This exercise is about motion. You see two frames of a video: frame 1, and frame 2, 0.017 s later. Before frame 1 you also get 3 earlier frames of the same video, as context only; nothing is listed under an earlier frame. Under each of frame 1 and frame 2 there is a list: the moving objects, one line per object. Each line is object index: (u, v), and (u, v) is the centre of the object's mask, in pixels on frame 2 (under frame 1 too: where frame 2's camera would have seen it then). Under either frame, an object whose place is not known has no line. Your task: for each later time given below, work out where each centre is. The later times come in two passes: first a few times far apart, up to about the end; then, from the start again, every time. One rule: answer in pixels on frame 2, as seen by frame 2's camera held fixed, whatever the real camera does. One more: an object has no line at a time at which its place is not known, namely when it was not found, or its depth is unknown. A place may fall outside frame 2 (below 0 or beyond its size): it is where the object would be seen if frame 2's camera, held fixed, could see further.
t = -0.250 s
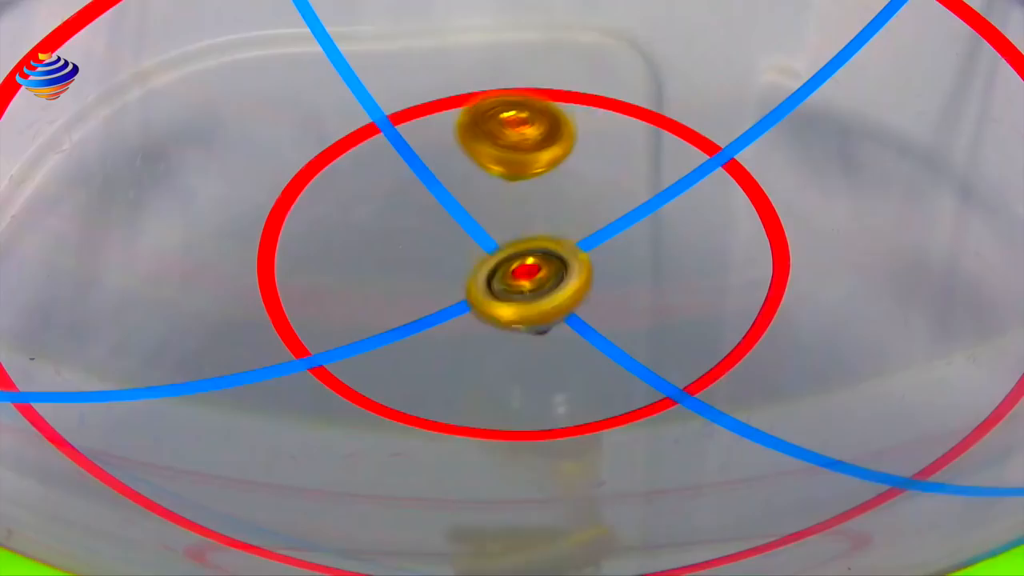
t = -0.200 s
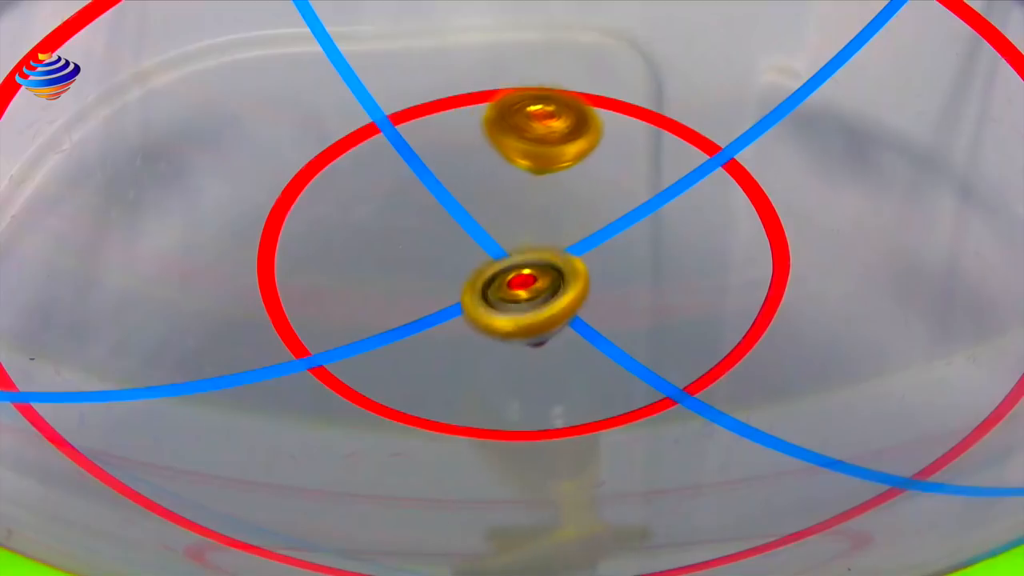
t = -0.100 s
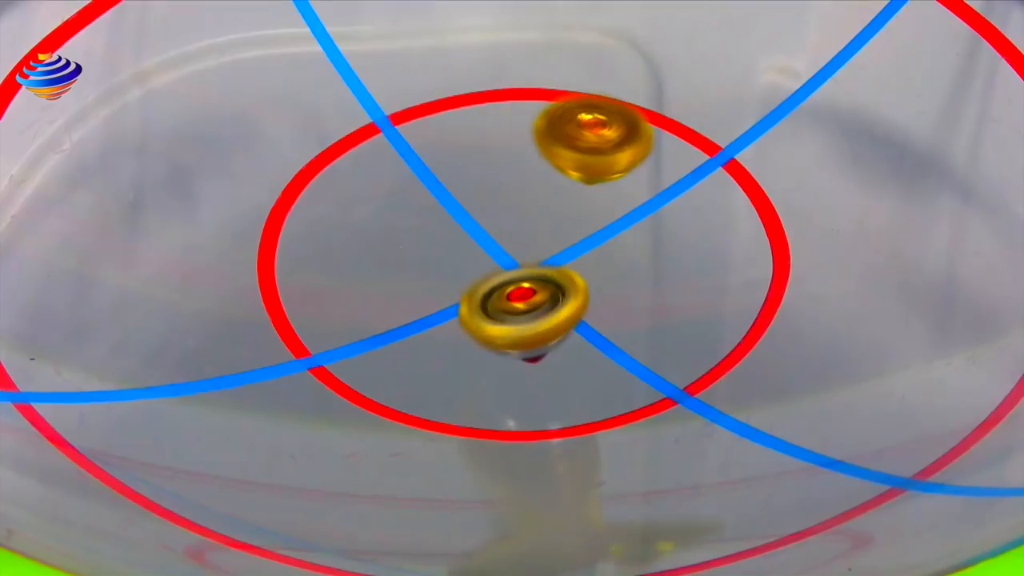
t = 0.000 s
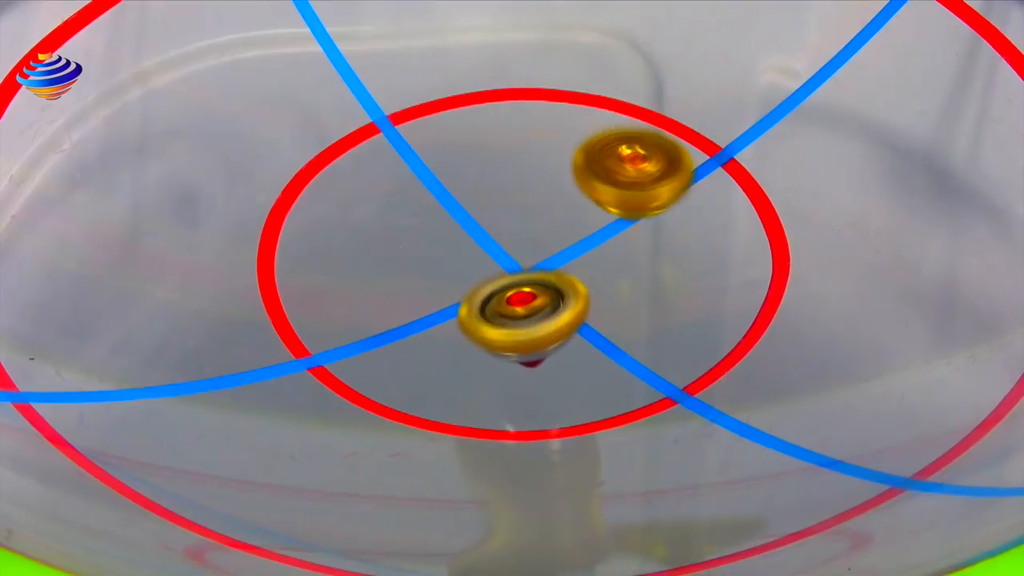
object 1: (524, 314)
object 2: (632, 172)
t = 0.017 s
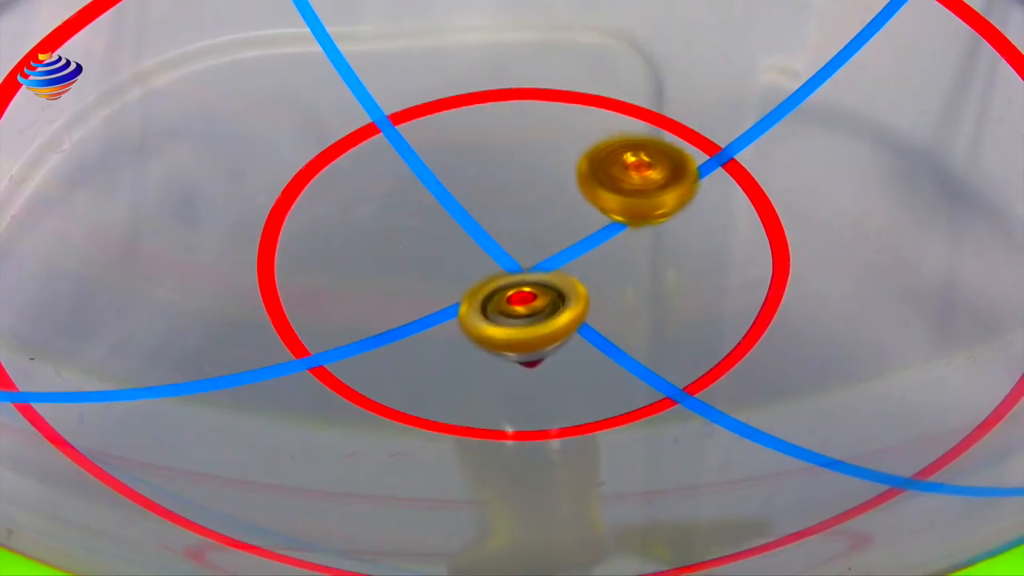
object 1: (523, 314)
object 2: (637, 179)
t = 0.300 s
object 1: (419, 295)
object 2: (661, 262)
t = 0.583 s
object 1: (347, 253)
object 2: (577, 242)
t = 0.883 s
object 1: (334, 182)
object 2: (590, 184)
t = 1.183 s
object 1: (393, 147)
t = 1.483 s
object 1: (542, 147)
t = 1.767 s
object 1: (628, 174)
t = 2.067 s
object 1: (618, 246)
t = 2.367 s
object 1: (537, 294)
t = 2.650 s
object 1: (450, 319)
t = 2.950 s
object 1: (424, 267)
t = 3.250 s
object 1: (413, 185)
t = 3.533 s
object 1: (460, 132)
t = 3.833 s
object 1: (559, 141)
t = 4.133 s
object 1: (667, 164)
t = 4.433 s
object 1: (641, 246)
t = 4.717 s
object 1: (524, 301)
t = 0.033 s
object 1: (523, 314)
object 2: (641, 187)
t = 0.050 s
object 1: (522, 313)
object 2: (644, 194)
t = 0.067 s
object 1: (522, 312)
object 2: (646, 203)
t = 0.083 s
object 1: (521, 311)
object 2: (647, 210)
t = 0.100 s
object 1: (519, 309)
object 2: (647, 218)
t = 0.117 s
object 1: (518, 307)
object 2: (646, 226)
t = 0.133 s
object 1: (517, 305)
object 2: (645, 234)
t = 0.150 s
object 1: (515, 303)
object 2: (642, 241)
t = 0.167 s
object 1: (513, 301)
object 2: (638, 248)
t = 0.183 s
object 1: (511, 299)
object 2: (634, 255)
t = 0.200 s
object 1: (507, 297)
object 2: (630, 261)
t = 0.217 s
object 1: (491, 297)
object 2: (636, 262)
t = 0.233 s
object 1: (475, 298)
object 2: (643, 262)
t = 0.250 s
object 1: (459, 297)
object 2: (649, 263)
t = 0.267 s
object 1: (445, 298)
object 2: (654, 263)
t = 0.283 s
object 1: (432, 297)
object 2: (658, 262)
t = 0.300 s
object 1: (419, 295)
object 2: (661, 262)
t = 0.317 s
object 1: (407, 294)
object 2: (663, 262)
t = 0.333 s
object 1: (397, 293)
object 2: (663, 261)
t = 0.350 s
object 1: (387, 291)
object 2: (663, 260)
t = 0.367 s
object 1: (380, 289)
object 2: (661, 259)
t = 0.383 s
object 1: (372, 287)
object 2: (659, 258)
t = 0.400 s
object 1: (365, 285)
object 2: (656, 258)
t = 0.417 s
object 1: (359, 282)
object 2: (652, 257)
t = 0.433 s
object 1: (354, 280)
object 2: (647, 256)
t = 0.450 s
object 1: (350, 277)
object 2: (641, 255)
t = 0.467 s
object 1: (346, 274)
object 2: (634, 253)
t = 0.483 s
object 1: (345, 272)
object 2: (627, 252)
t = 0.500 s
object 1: (342, 269)
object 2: (620, 250)
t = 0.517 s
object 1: (342, 266)
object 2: (612, 249)
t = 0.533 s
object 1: (342, 263)
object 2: (603, 247)
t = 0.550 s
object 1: (343, 259)
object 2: (595, 245)
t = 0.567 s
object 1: (345, 256)
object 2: (586, 244)
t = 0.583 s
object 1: (347, 253)
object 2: (577, 242)
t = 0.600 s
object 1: (351, 250)
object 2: (568, 240)
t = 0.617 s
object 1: (354, 247)
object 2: (560, 238)
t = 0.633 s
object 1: (358, 243)
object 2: (551, 236)
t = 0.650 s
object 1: (364, 239)
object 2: (542, 233)
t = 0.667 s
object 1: (369, 236)
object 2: (533, 231)
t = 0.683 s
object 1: (376, 233)
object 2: (525, 228)
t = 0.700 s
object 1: (381, 229)
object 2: (517, 226)
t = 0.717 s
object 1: (385, 225)
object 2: (513, 223)
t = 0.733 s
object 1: (380, 221)
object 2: (518, 220)
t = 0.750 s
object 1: (372, 216)
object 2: (527, 215)
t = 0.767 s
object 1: (366, 212)
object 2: (535, 211)
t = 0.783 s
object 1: (360, 208)
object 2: (544, 207)
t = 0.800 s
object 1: (355, 203)
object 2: (552, 203)
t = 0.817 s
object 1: (349, 199)
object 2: (560, 198)
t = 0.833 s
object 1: (343, 195)
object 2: (568, 195)
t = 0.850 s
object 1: (341, 191)
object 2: (576, 191)
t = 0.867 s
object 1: (337, 187)
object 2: (583, 187)
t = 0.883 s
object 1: (334, 182)
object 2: (590, 184)
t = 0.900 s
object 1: (333, 179)
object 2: (597, 181)
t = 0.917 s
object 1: (331, 176)
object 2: (603, 178)
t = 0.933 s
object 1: (331, 172)
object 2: (609, 175)
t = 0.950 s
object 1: (331, 169)
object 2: (615, 173)
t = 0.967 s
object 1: (331, 166)
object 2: (619, 172)
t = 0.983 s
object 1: (333, 163)
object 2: (623, 170)
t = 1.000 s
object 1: (334, 161)
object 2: (626, 169)
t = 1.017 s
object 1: (337, 158)
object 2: (628, 169)
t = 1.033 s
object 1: (340, 156)
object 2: (630, 168)
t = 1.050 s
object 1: (344, 154)
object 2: (632, 168)
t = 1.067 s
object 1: (349, 153)
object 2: (633, 169)
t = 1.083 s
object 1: (353, 151)
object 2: (633, 170)
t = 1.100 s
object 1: (358, 150)
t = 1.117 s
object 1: (365, 149)
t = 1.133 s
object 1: (371, 149)
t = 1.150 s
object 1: (377, 147)
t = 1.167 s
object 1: (385, 147)
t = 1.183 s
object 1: (393, 147)
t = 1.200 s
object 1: (401, 146)
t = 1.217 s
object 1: (410, 147)
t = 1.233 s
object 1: (419, 148)
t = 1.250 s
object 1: (427, 147)
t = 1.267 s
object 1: (437, 148)
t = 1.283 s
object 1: (447, 149)
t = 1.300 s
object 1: (457, 149)
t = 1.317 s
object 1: (467, 151)
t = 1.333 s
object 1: (477, 152)
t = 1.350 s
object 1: (485, 152)
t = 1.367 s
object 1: (493, 151)
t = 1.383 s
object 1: (500, 150)
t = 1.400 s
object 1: (508, 149)
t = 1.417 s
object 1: (517, 149)
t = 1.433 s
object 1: (522, 148)
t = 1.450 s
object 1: (530, 148)
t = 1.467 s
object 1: (537, 147)
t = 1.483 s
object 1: (542, 147)
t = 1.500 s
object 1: (549, 146)
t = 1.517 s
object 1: (557, 147)
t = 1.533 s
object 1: (562, 147)
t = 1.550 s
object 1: (568, 146)
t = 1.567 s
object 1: (575, 148)
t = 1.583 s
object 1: (579, 149)
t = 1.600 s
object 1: (586, 150)
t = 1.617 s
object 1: (591, 151)
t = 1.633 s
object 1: (595, 153)
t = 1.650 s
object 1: (601, 155)
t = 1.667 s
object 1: (606, 157)
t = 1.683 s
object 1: (609, 159)
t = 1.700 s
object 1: (614, 163)
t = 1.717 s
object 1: (618, 165)
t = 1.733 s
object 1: (621, 168)
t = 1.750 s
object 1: (625, 171)
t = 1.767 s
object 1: (628, 174)
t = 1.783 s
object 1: (630, 178)
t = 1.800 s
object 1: (633, 181)
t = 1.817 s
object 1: (634, 185)
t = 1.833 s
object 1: (635, 189)
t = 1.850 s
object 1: (637, 193)
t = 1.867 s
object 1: (637, 197)
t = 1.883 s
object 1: (637, 202)
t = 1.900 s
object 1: (638, 205)
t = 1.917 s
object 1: (637, 209)
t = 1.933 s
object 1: (636, 213)
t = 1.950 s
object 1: (635, 217)
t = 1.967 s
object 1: (634, 221)
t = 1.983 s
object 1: (632, 226)
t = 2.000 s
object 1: (630, 230)
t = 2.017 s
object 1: (627, 234)
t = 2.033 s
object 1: (625, 238)
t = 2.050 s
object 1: (623, 242)
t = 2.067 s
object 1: (618, 246)
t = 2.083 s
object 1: (616, 250)
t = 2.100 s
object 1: (612, 254)
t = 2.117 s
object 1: (607, 258)
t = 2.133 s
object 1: (604, 261)
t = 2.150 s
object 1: (600, 264)
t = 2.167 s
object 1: (595, 268)
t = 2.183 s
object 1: (591, 270)
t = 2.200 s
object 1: (586, 272)
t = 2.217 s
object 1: (582, 276)
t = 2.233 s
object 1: (577, 279)
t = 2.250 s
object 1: (571, 280)
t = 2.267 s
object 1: (567, 283)
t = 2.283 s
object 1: (563, 286)
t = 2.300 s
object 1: (557, 287)
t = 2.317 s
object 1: (552, 289)
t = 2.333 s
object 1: (547, 291)
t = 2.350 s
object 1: (542, 292)
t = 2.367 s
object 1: (537, 294)
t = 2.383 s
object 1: (531, 295)
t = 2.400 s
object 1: (527, 295)
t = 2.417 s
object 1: (522, 296)
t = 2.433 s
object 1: (516, 297)
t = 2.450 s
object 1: (511, 297)
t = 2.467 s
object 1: (507, 298)
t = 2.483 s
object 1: (500, 302)
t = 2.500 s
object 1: (494, 305)
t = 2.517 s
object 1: (489, 307)
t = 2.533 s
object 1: (484, 310)
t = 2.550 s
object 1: (479, 312)
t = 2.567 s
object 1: (474, 314)
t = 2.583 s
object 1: (469, 316)
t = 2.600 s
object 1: (465, 317)
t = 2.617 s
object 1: (460, 318)
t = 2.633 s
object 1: (455, 319)
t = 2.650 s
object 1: (450, 319)
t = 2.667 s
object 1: (447, 319)
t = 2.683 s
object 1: (443, 318)
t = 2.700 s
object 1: (439, 318)
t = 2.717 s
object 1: (436, 317)
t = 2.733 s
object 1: (433, 314)
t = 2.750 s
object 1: (432, 312)
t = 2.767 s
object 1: (429, 311)
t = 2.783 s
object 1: (427, 307)
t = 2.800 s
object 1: (425, 305)
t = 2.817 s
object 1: (424, 301)
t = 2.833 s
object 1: (423, 297)
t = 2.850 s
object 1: (423, 294)
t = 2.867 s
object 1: (422, 290)
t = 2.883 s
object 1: (422, 287)
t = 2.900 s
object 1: (422, 282)
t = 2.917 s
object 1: (423, 277)
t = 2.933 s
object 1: (424, 273)
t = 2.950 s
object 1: (424, 267)
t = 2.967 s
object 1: (424, 263)
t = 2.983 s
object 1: (422, 258)
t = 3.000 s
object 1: (420, 255)
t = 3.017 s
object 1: (418, 251)
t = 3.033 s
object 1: (416, 246)
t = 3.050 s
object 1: (414, 242)
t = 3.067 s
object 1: (414, 237)
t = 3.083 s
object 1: (413, 232)
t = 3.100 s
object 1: (412, 228)
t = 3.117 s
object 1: (411, 223)
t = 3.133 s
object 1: (411, 218)
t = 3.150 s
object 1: (411, 213)
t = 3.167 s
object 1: (411, 209)
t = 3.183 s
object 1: (411, 204)
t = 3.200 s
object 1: (411, 199)
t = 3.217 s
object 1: (411, 195)
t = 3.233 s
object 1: (412, 190)
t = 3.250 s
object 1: (413, 185)
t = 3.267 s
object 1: (414, 181)
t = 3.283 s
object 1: (414, 177)
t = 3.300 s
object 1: (416, 173)
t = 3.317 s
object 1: (417, 169)
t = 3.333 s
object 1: (420, 165)
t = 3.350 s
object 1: (422, 161)
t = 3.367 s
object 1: (424, 157)
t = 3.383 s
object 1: (427, 154)
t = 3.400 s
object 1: (429, 150)
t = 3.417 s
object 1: (432, 148)
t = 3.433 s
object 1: (436, 144)
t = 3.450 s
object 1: (440, 142)
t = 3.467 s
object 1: (444, 139)
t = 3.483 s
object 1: (447, 137)
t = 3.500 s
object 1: (451, 136)
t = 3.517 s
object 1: (456, 133)
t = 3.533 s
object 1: (460, 132)
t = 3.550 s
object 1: (466, 131)
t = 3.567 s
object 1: (470, 130)
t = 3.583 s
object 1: (476, 129)
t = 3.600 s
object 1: (480, 128)
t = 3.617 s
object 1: (486, 128)
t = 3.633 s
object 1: (491, 127)
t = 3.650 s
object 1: (497, 128)
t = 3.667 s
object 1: (503, 129)
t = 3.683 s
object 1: (507, 129)
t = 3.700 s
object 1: (514, 130)
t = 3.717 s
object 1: (519, 130)
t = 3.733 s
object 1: (525, 132)
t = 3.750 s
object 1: (531, 133)
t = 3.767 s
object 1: (536, 135)
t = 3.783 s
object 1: (543, 136)
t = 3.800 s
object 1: (547, 138)
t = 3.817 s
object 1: (554, 140)
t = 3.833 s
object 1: (559, 141)
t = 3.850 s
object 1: (565, 144)
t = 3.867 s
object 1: (572, 146)
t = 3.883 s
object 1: (577, 148)
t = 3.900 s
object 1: (583, 151)
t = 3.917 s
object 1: (588, 153)
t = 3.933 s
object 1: (593, 154)
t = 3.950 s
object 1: (603, 153)
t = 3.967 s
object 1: (611, 152)
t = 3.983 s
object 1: (620, 151)
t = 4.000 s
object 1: (627, 152)
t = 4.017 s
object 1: (635, 151)
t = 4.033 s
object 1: (640, 152)
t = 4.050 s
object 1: (646, 153)
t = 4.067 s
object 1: (651, 154)
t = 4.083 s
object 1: (656, 157)
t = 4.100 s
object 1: (661, 158)
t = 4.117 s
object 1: (663, 162)
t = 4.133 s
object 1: (667, 164)
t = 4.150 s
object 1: (669, 167)
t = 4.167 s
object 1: (672, 171)
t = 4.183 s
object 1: (672, 174)
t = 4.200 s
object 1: (674, 179)
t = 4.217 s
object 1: (674, 182)
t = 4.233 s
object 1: (675, 187)
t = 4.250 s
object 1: (675, 191)
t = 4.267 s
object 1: (673, 196)
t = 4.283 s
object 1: (672, 200)
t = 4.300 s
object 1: (670, 205)
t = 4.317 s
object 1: (668, 210)
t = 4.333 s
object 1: (665, 215)
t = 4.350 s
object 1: (662, 221)
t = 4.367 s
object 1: (659, 226)
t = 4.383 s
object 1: (654, 231)
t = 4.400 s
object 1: (651, 236)
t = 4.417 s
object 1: (645, 241)
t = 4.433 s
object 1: (641, 246)
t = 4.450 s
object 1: (635, 251)
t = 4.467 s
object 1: (630, 256)
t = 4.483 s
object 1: (624, 260)
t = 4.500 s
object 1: (618, 265)
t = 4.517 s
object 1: (612, 269)
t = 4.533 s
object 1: (605, 273)
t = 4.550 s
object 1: (598, 278)
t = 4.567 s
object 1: (591, 281)
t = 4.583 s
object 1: (584, 285)
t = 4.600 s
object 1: (576, 287)
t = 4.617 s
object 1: (569, 290)
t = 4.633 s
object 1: (562, 293)
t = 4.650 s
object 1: (554, 294)
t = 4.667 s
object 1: (547, 297)
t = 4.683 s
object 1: (539, 298)
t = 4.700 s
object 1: (532, 301)
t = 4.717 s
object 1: (524, 301)
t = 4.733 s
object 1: (517, 302)
